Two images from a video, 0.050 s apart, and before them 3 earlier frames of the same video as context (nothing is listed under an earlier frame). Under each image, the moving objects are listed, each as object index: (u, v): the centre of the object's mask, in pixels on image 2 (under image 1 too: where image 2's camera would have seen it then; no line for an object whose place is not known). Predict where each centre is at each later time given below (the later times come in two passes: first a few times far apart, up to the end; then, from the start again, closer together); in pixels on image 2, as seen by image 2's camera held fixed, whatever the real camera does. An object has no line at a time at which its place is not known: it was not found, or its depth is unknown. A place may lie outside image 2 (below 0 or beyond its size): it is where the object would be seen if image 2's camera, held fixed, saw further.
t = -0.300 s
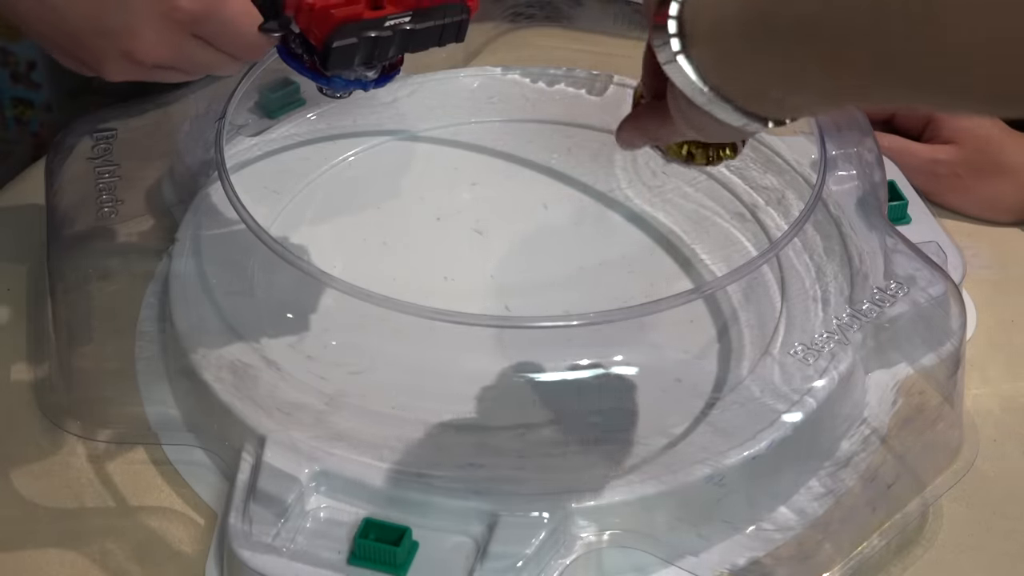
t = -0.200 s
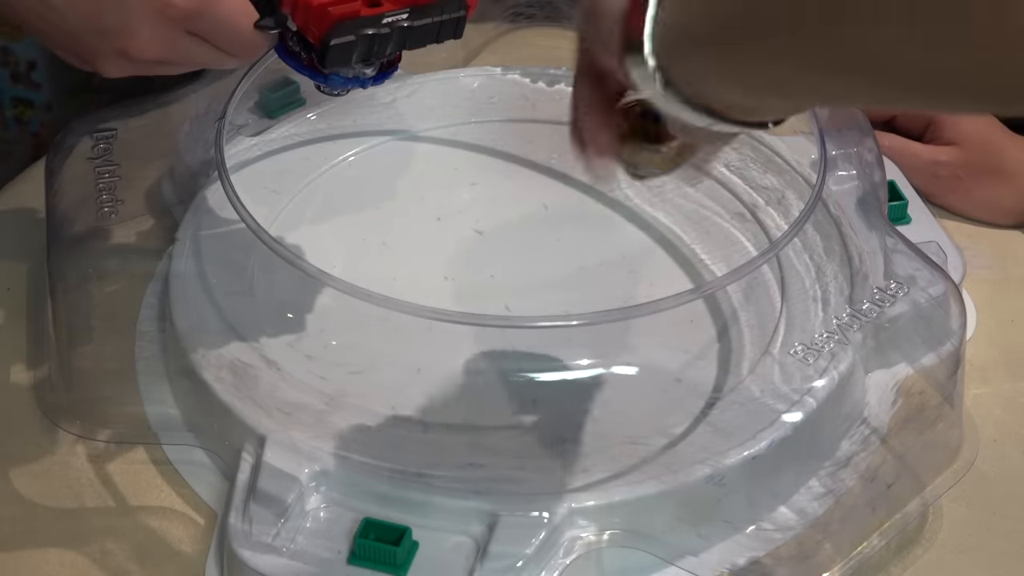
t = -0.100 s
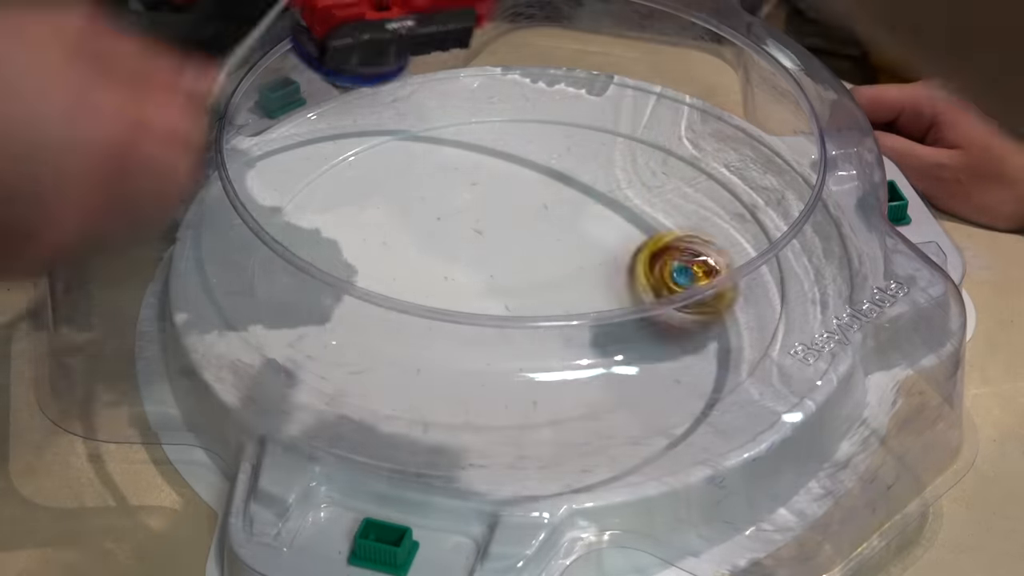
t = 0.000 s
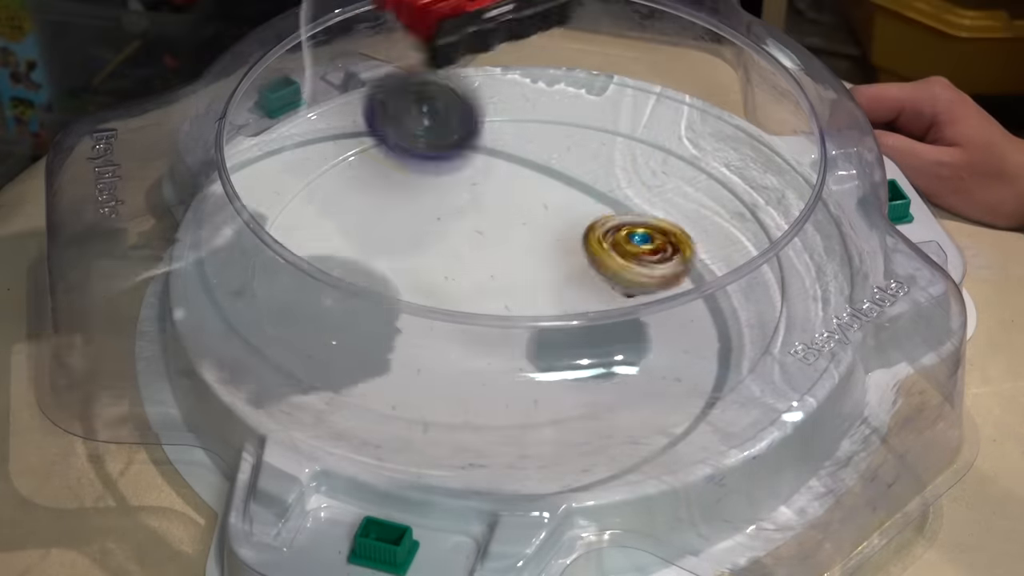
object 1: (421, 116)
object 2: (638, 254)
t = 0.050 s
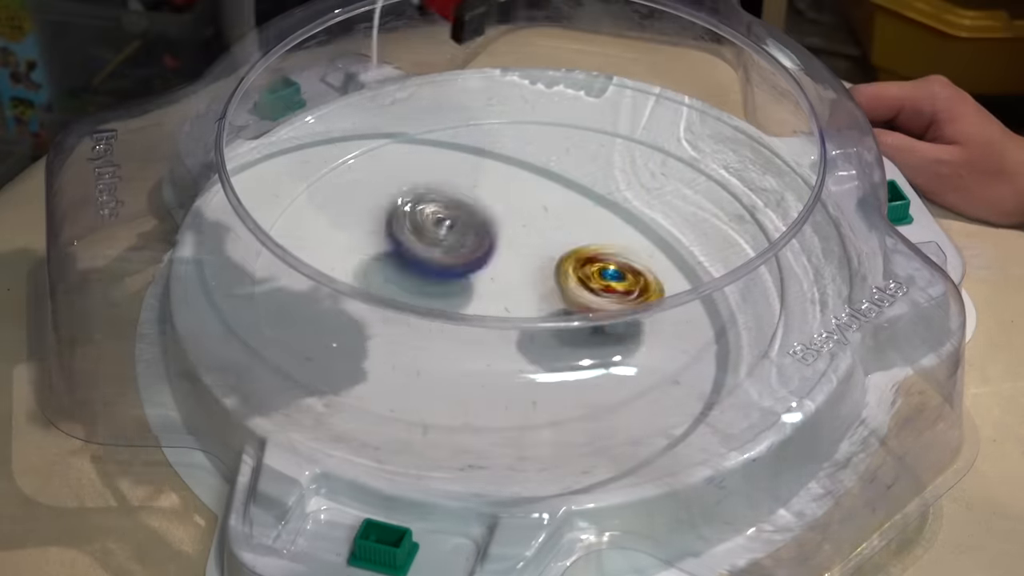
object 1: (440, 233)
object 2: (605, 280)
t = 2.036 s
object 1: (593, 384)
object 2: (483, 251)
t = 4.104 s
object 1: (620, 360)
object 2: (515, 275)
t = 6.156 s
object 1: (705, 250)
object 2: (497, 290)
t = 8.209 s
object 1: (543, 174)
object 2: (518, 279)
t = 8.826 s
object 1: (451, 357)
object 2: (503, 284)
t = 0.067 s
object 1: (449, 219)
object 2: (596, 281)
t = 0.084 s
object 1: (459, 210)
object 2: (586, 280)
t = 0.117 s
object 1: (479, 201)
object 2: (568, 284)
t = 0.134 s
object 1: (490, 203)
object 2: (560, 284)
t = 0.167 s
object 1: (507, 218)
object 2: (545, 288)
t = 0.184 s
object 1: (501, 215)
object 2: (551, 287)
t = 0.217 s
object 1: (489, 218)
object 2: (563, 290)
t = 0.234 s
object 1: (481, 227)
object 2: (568, 299)
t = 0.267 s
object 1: (468, 242)
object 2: (579, 300)
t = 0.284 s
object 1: (463, 234)
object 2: (583, 303)
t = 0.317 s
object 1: (455, 228)
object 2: (585, 308)
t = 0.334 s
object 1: (451, 234)
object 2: (587, 308)
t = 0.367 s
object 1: (444, 240)
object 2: (587, 310)
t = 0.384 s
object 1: (442, 242)
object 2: (585, 311)
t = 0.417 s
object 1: (438, 252)
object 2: (581, 307)
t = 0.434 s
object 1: (436, 257)
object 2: (581, 309)
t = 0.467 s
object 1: (435, 267)
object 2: (571, 305)
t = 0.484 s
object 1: (434, 271)
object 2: (568, 303)
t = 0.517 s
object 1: (433, 278)
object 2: (562, 302)
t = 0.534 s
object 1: (433, 281)
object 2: (556, 292)
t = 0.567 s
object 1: (422, 303)
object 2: (559, 290)
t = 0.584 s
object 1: (416, 308)
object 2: (557, 290)
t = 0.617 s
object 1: (402, 319)
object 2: (559, 286)
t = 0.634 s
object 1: (395, 324)
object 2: (558, 287)
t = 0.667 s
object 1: (381, 331)
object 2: (554, 283)
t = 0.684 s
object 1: (373, 338)
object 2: (554, 282)
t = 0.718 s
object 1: (360, 338)
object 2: (548, 281)
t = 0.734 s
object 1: (355, 338)
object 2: (547, 278)
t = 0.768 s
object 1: (344, 337)
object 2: (544, 277)
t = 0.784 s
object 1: (340, 336)
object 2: (541, 275)
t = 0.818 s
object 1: (332, 334)
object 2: (538, 272)
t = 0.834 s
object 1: (329, 331)
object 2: (536, 271)
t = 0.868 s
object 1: (324, 326)
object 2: (531, 267)
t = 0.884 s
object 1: (322, 324)
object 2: (531, 267)
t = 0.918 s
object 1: (319, 318)
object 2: (523, 263)
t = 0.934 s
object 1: (321, 311)
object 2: (523, 262)
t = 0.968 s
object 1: (326, 300)
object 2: (517, 261)
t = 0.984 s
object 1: (327, 295)
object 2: (515, 258)
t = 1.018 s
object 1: (340, 286)
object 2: (512, 259)
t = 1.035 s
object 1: (349, 283)
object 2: (508, 257)
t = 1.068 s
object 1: (372, 277)
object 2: (509, 256)
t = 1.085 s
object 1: (385, 276)
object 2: (504, 256)
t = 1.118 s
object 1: (384, 280)
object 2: (534, 245)
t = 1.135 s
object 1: (384, 282)
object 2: (548, 240)
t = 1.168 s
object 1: (388, 290)
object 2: (577, 229)
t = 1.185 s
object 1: (393, 294)
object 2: (588, 225)
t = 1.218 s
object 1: (405, 305)
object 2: (607, 216)
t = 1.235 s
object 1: (412, 311)
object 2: (617, 214)
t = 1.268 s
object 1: (427, 324)
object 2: (626, 209)
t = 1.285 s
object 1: (433, 329)
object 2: (632, 208)
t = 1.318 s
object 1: (445, 340)
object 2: (636, 205)
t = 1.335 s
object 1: (451, 351)
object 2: (640, 205)
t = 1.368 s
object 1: (463, 357)
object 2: (641, 205)
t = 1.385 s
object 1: (468, 359)
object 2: (643, 205)
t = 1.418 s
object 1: (477, 363)
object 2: (642, 206)
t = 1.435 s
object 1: (481, 366)
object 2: (642, 205)
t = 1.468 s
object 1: (488, 371)
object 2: (639, 208)
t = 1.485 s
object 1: (491, 372)
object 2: (636, 208)
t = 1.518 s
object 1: (496, 374)
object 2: (632, 212)
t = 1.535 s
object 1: (497, 375)
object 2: (628, 212)
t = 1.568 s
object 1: (499, 374)
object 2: (623, 216)
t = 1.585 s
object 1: (499, 374)
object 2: (617, 217)
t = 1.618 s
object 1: (499, 373)
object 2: (611, 222)
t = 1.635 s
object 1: (499, 373)
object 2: (603, 223)
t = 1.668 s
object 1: (497, 371)
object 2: (597, 230)
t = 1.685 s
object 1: (496, 370)
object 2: (588, 232)
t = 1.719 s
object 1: (496, 367)
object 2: (582, 237)
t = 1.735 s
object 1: (496, 364)
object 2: (573, 240)
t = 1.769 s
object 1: (497, 362)
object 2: (566, 245)
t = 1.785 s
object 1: (498, 361)
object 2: (558, 249)
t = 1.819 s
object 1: (502, 360)
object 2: (552, 253)
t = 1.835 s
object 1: (506, 359)
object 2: (546, 258)
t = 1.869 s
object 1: (514, 358)
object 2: (539, 262)
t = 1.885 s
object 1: (519, 357)
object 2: (535, 266)
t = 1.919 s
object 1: (530, 357)
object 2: (529, 267)
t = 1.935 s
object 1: (538, 357)
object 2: (526, 272)
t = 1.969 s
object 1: (564, 365)
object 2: (509, 264)
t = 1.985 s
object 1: (573, 370)
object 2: (502, 263)
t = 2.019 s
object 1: (587, 379)
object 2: (491, 254)
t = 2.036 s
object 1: (593, 384)
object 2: (483, 251)
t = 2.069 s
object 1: (600, 390)
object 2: (477, 247)
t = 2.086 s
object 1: (601, 392)
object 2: (472, 245)
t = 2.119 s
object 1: (599, 397)
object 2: (471, 246)
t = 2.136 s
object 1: (596, 398)
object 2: (470, 247)
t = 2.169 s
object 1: (588, 399)
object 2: (472, 251)
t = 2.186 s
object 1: (582, 399)
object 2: (475, 253)
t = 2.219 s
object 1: (564, 401)
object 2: (477, 257)
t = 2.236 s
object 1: (555, 402)
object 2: (483, 260)
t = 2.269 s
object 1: (534, 397)
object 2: (486, 263)
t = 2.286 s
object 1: (523, 393)
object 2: (490, 267)
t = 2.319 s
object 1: (504, 379)
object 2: (495, 270)
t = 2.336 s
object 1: (496, 372)
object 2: (497, 272)
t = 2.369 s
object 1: (483, 356)
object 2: (505, 273)
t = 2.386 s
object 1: (480, 353)
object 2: (504, 272)
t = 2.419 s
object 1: (477, 346)
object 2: (514, 254)
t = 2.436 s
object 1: (477, 342)
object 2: (518, 245)
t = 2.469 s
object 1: (479, 335)
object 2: (523, 230)
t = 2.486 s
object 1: (482, 329)
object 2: (529, 222)
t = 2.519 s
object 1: (491, 318)
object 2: (532, 211)
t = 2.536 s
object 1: (497, 312)
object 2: (533, 208)
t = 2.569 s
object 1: (514, 290)
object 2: (536, 200)
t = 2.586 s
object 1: (523, 286)
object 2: (533, 199)
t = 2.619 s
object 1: (541, 275)
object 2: (536, 193)
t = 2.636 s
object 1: (556, 274)
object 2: (532, 188)
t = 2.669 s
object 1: (582, 271)
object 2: (527, 176)
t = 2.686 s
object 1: (596, 271)
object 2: (524, 170)
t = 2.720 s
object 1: (625, 272)
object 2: (518, 164)
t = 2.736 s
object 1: (639, 270)
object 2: (516, 164)
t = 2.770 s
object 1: (660, 270)
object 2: (510, 161)
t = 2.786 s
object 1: (670, 271)
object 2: (507, 161)
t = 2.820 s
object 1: (695, 283)
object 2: (501, 163)
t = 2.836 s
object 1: (705, 285)
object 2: (499, 164)
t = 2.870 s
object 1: (721, 297)
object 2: (492, 169)
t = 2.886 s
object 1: (727, 302)
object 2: (491, 172)
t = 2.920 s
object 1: (734, 314)
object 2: (485, 178)
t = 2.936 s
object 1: (731, 320)
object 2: (483, 184)
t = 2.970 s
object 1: (722, 332)
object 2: (479, 191)
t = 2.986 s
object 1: (715, 338)
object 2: (476, 199)
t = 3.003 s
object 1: (707, 346)
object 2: (475, 203)
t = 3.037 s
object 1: (682, 356)
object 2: (472, 213)
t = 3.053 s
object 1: (669, 362)
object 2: (474, 221)
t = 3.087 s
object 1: (631, 372)
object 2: (472, 231)
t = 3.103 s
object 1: (611, 373)
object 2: (474, 239)
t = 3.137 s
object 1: (572, 369)
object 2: (480, 252)
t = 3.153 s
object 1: (553, 366)
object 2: (479, 256)
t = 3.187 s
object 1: (512, 353)
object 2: (488, 267)
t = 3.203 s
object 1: (497, 343)
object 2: (491, 269)
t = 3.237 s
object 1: (470, 328)
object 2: (501, 267)
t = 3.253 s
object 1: (454, 327)
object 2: (508, 264)
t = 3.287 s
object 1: (431, 319)
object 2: (516, 259)
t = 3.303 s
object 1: (421, 313)
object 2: (519, 257)
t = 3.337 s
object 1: (406, 298)
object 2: (530, 257)
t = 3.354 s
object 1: (399, 290)
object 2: (533, 255)
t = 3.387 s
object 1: (397, 267)
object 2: (541, 250)
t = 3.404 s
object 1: (394, 258)
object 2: (548, 246)
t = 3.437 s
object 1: (397, 239)
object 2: (556, 242)
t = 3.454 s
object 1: (400, 228)
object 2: (556, 241)
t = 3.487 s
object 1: (412, 207)
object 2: (562, 235)
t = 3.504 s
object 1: (420, 197)
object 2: (562, 232)
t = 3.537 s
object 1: (440, 178)
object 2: (564, 227)
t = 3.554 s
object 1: (451, 169)
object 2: (566, 225)
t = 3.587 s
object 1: (477, 156)
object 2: (565, 221)
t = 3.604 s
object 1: (491, 149)
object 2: (562, 221)
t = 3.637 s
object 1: (521, 138)
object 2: (560, 219)
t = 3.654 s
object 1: (537, 134)
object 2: (559, 216)
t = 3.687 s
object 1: (569, 131)
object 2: (555, 215)
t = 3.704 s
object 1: (586, 130)
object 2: (552, 216)
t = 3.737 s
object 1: (619, 133)
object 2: (547, 216)
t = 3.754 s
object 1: (635, 135)
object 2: (542, 215)
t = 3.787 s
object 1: (666, 143)
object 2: (536, 218)
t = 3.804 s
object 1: (681, 151)
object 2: (534, 219)
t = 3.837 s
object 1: (706, 168)
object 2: (527, 222)
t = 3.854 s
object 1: (717, 178)
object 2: (524, 226)
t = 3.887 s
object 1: (731, 200)
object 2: (518, 231)
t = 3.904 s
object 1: (736, 215)
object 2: (516, 232)
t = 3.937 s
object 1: (738, 240)
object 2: (511, 238)
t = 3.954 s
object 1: (736, 252)
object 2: (512, 244)
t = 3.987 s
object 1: (727, 280)
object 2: (511, 251)
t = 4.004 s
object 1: (718, 296)
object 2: (507, 253)
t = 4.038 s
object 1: (698, 329)
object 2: (508, 261)
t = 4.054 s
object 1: (681, 339)
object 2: (511, 265)
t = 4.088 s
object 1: (641, 354)
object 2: (514, 271)
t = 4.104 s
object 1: (620, 360)
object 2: (515, 275)
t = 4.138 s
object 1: (576, 372)
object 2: (520, 280)
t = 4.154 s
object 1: (554, 372)
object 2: (523, 282)
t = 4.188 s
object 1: (509, 374)
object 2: (529, 286)
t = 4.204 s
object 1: (488, 373)
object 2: (535, 288)
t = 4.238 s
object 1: (444, 368)
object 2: (543, 291)
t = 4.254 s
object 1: (423, 364)
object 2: (542, 289)
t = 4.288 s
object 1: (384, 349)
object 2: (551, 290)
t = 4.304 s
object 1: (368, 340)
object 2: (559, 290)
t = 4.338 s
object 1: (340, 319)
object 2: (567, 288)
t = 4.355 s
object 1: (326, 308)
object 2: (567, 288)
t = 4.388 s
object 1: (306, 284)
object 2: (573, 287)
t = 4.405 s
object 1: (300, 272)
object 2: (580, 284)
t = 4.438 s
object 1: (292, 249)
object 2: (584, 280)
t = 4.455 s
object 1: (289, 235)
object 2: (582, 282)
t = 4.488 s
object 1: (293, 210)
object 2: (585, 278)
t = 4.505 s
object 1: (297, 201)
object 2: (588, 273)
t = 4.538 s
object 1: (307, 181)
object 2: (587, 270)
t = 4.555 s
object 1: (314, 171)
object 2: (584, 270)
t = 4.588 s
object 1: (334, 153)
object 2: (581, 266)
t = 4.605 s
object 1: (346, 145)
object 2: (580, 262)
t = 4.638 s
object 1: (375, 136)
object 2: (576, 259)
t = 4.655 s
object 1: (389, 132)
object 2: (572, 261)
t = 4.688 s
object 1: (421, 125)
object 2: (567, 259)
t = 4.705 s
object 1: (439, 125)
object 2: (563, 256)
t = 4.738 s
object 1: (474, 127)
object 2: (556, 256)
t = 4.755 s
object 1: (490, 127)
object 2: (553, 258)
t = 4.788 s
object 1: (526, 134)
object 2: (544, 259)
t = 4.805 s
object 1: (544, 140)
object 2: (540, 258)
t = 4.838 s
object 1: (575, 154)
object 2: (532, 260)
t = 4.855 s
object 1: (590, 161)
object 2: (529, 263)
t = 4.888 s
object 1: (619, 178)
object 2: (523, 266)
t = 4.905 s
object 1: (632, 188)
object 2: (518, 267)
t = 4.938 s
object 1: (652, 210)
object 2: (512, 271)
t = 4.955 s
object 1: (660, 220)
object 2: (513, 274)
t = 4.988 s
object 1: (675, 241)
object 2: (509, 277)
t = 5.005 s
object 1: (679, 253)
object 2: (506, 279)
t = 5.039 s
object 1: (684, 276)
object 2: (503, 282)
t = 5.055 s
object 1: (685, 287)
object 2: (507, 284)
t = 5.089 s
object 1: (683, 314)
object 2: (508, 287)
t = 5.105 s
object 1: (688, 331)
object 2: (503, 289)
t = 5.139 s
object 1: (668, 348)
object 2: (507, 291)
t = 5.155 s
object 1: (658, 354)
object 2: (514, 294)
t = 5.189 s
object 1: (638, 369)
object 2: (518, 295)
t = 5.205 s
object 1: (624, 378)
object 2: (515, 296)
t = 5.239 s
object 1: (597, 390)
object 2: (521, 298)
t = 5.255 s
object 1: (580, 396)
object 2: (529, 297)
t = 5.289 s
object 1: (546, 403)
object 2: (537, 298)
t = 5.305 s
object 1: (526, 410)
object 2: (534, 298)
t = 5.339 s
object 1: (490, 408)
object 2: (540, 296)
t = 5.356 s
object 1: (470, 404)
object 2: (548, 295)
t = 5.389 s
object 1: (434, 397)
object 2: (551, 292)
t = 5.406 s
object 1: (415, 392)
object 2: (549, 291)
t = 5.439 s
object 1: (384, 379)
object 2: (551, 288)
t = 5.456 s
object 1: (369, 369)
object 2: (554, 287)
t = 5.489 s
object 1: (349, 350)
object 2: (555, 284)
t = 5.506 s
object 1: (341, 341)
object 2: (551, 281)
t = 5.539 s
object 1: (335, 318)
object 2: (550, 278)
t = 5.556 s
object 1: (332, 307)
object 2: (551, 278)
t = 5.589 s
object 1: (337, 285)
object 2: (546, 275)
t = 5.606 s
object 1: (341, 274)
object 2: (543, 273)
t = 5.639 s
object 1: (357, 249)
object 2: (539, 270)
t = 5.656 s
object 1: (363, 242)
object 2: (537, 271)
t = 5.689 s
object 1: (384, 225)
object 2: (532, 269)
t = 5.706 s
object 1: (396, 216)
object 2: (528, 266)
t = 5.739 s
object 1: (423, 204)
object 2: (521, 266)
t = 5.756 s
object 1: (437, 196)
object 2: (519, 268)
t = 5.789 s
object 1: (466, 187)
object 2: (511, 268)
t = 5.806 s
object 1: (482, 181)
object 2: (509, 267)
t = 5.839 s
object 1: (514, 178)
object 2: (504, 267)
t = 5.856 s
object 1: (528, 176)
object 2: (500, 270)
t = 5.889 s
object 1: (559, 177)
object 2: (496, 272)
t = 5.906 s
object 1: (573, 175)
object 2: (494, 271)
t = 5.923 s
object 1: (588, 177)
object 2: (491, 274)
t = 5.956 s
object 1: (614, 181)
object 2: (490, 277)
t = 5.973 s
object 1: (629, 185)
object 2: (490, 278)
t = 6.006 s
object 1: (651, 192)
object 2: (488, 280)
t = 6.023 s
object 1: (662, 198)
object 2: (486, 283)
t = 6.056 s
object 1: (680, 212)
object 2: (486, 285)
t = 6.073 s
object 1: (688, 217)
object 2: (491, 286)
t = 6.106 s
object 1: (700, 230)
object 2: (496, 289)
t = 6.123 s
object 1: (706, 238)
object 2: (492, 289)
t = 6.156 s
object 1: (705, 250)
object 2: (497, 290)
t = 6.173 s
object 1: (711, 262)
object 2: (504, 292)
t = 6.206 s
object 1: (707, 283)
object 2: (508, 293)
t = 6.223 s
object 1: (708, 296)
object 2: (507, 292)
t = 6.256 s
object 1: (691, 315)
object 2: (514, 292)
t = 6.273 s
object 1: (679, 325)
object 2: (518, 292)
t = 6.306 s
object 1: (652, 346)
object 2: (524, 291)
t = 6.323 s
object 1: (639, 350)
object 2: (526, 289)
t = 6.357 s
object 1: (602, 358)
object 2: (530, 286)
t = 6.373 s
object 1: (589, 360)
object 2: (529, 287)
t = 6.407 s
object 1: (549, 362)
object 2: (530, 283)
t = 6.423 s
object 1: (529, 361)
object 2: (535, 279)
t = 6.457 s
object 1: (500, 364)
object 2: (530, 273)
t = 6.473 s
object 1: (483, 366)
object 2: (525, 266)
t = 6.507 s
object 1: (454, 362)
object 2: (523, 253)
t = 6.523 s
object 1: (438, 359)
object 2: (520, 252)
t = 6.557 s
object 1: (414, 352)
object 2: (515, 247)
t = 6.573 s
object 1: (404, 348)
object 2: (515, 242)
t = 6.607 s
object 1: (387, 328)
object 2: (509, 238)
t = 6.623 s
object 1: (379, 321)
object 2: (506, 238)
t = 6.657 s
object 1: (367, 306)
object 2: (504, 237)
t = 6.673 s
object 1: (363, 298)
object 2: (502, 237)
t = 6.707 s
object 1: (357, 281)
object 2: (498, 239)
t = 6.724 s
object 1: (357, 272)
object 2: (496, 238)
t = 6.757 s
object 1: (360, 250)
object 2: (493, 240)
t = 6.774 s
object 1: (360, 246)
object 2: (491, 243)
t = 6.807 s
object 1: (370, 228)
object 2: (489, 248)
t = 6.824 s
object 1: (374, 222)
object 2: (490, 250)
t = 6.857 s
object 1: (391, 209)
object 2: (490, 256)
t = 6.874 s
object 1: (400, 202)
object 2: (489, 257)
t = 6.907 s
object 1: (422, 191)
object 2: (493, 263)
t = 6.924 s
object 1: (433, 189)
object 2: (493, 265)
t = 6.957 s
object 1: (459, 183)
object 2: (498, 268)
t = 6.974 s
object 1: (471, 181)
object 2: (504, 271)
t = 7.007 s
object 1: (499, 181)
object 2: (510, 273)
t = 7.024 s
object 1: (515, 181)
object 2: (513, 274)
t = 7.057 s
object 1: (542, 185)
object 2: (522, 279)
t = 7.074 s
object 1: (554, 189)
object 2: (523, 276)
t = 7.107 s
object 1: (579, 197)
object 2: (531, 277)
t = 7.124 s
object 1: (592, 200)
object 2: (536, 277)
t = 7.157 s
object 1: (616, 204)
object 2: (537, 281)
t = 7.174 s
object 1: (625, 210)
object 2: (541, 279)
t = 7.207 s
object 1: (645, 216)
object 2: (542, 281)
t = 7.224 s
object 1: (655, 220)
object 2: (542, 279)
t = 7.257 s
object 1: (667, 234)
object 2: (541, 277)
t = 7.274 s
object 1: (673, 239)
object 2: (540, 276)
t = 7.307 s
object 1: (681, 253)
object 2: (542, 273)
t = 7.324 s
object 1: (682, 255)
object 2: (541, 273)
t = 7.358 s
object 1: (684, 273)
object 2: (539, 271)
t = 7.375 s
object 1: (682, 281)
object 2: (538, 271)
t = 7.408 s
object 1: (676, 297)
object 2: (532, 270)
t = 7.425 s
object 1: (673, 312)
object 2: (531, 271)
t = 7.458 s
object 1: (658, 330)
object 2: (528, 272)
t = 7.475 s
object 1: (647, 334)
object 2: (528, 272)
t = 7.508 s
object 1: (627, 351)
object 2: (525, 274)
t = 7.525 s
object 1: (611, 355)
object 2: (524, 274)
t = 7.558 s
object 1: (581, 361)
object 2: (524, 277)
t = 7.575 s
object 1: (564, 364)
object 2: (520, 276)
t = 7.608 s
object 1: (530, 364)
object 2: (521, 278)
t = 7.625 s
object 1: (516, 362)
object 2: (520, 281)
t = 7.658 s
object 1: (485, 358)
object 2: (522, 279)
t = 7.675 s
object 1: (469, 356)
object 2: (524, 282)
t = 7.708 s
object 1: (443, 348)
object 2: (524, 282)
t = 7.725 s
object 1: (431, 336)
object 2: (529, 287)
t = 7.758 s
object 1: (416, 320)
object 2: (527, 287)
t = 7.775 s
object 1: (407, 307)
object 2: (531, 287)
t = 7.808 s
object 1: (396, 289)
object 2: (532, 286)
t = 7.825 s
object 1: (398, 274)
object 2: (536, 283)
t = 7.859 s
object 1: (389, 263)
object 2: (535, 284)
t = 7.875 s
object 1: (387, 257)
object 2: (536, 280)
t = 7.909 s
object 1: (388, 240)
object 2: (536, 279)
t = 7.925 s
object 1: (391, 232)
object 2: (535, 275)
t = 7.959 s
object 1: (399, 219)
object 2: (534, 275)
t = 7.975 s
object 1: (404, 213)
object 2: (531, 274)
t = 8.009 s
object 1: (417, 199)
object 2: (531, 273)
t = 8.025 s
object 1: (425, 194)
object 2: (528, 273)
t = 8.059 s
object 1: (443, 185)
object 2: (527, 273)
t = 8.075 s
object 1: (452, 179)
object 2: (526, 275)
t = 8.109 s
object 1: (474, 173)
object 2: (524, 274)
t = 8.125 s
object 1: (484, 174)
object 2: (523, 275)
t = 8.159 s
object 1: (508, 170)
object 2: (522, 276)
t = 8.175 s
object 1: (520, 172)
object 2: (522, 277)
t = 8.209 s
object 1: (543, 174)
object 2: (518, 279)
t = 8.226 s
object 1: (555, 179)
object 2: (520, 280)
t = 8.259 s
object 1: (578, 185)
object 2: (519, 281)
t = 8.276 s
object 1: (589, 188)
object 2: (521, 283)
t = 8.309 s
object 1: (609, 201)
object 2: (519, 284)
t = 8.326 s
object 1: (616, 205)
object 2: (520, 283)
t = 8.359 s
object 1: (630, 221)
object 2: (522, 285)
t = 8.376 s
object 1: (633, 232)
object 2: (522, 285)
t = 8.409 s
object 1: (640, 248)
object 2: (525, 285)
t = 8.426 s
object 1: (642, 257)
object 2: (524, 284)
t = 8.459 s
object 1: (641, 268)
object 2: (525, 283)
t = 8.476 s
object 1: (641, 275)
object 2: (518, 281)
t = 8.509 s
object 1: (643, 297)
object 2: (515, 279)
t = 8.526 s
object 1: (641, 306)
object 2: (510, 279)
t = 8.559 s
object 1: (634, 322)
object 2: (507, 279)
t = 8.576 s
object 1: (629, 329)
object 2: (503, 280)
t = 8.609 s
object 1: (612, 351)
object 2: (504, 279)
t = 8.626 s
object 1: (605, 353)
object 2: (505, 280)
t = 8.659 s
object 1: (580, 360)
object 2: (506, 280)
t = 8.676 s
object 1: (569, 364)
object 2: (506, 282)
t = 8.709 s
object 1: (542, 367)
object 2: (505, 280)
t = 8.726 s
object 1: (529, 368)
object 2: (505, 282)
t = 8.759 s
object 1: (500, 367)
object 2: (500, 282)
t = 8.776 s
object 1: (488, 365)
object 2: (502, 283)
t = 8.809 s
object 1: (462, 360)
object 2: (500, 281)
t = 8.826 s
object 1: (451, 357)
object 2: (503, 284)
